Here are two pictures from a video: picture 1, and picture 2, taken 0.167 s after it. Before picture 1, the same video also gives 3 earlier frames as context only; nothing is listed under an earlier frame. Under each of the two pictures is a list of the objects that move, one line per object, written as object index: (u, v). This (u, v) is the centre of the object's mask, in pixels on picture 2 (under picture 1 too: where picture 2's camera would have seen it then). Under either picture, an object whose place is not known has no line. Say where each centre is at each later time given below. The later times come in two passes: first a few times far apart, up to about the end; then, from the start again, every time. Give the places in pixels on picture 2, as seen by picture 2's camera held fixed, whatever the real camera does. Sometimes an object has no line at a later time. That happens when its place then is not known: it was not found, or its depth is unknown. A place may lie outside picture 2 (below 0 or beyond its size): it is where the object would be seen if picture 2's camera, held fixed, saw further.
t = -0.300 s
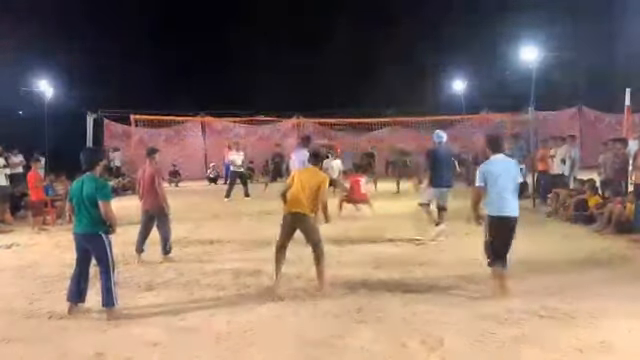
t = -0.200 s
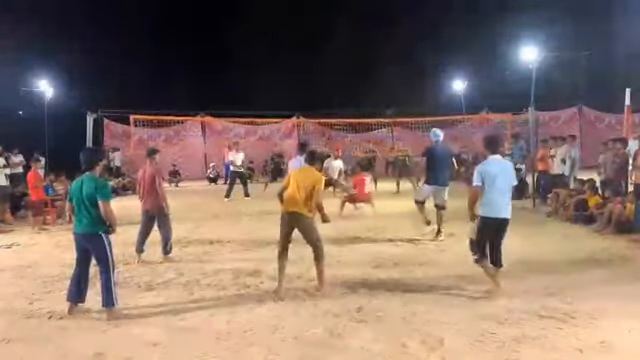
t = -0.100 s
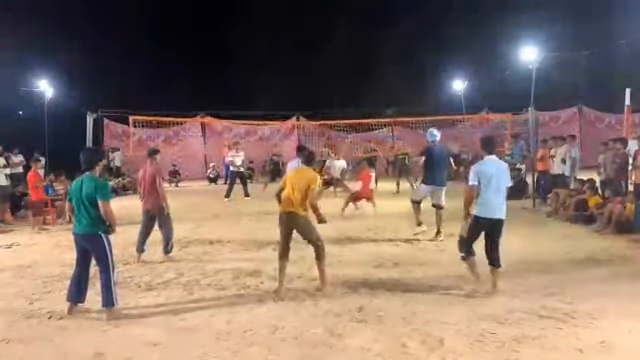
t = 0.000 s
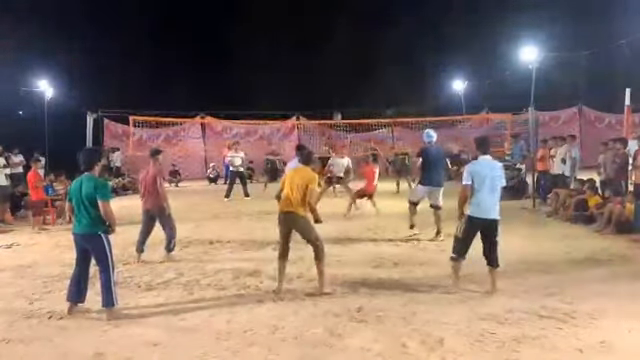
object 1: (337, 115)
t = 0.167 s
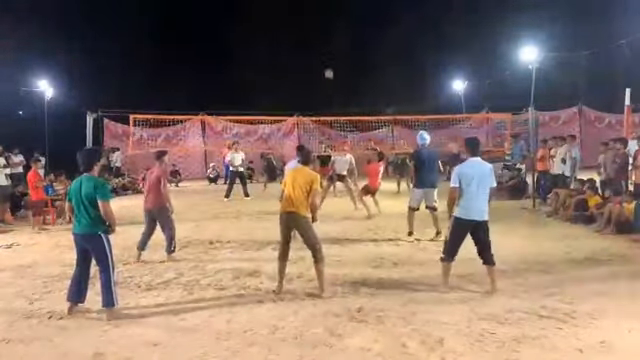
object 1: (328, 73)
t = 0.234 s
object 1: (325, 59)
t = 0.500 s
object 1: (312, 21)
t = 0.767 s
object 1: (300, 16)
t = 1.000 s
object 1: (291, 39)
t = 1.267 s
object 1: (281, 97)
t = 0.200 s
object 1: (327, 66)
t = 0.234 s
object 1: (325, 59)
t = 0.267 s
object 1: (324, 53)
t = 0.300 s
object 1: (322, 46)
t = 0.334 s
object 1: (320, 41)
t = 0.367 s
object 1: (319, 36)
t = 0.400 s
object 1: (317, 32)
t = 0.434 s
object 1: (315, 27)
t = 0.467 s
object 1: (314, 24)
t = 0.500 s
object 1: (312, 21)
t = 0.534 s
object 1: (311, 18)
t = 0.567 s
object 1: (309, 16)
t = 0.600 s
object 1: (308, 15)
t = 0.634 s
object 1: (306, 14)
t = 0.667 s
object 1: (304, 14)
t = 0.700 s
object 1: (303, 14)
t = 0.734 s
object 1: (302, 15)
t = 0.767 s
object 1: (300, 16)
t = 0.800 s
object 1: (299, 18)
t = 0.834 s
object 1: (297, 20)
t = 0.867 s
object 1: (296, 23)
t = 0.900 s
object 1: (295, 26)
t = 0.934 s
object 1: (294, 30)
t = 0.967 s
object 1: (292, 34)
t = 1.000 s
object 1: (291, 39)
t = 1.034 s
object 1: (289, 44)
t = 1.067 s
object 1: (288, 50)
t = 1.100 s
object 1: (287, 57)
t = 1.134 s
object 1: (285, 64)
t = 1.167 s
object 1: (284, 72)
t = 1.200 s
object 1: (283, 80)
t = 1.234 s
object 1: (282, 88)
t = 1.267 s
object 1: (281, 97)
